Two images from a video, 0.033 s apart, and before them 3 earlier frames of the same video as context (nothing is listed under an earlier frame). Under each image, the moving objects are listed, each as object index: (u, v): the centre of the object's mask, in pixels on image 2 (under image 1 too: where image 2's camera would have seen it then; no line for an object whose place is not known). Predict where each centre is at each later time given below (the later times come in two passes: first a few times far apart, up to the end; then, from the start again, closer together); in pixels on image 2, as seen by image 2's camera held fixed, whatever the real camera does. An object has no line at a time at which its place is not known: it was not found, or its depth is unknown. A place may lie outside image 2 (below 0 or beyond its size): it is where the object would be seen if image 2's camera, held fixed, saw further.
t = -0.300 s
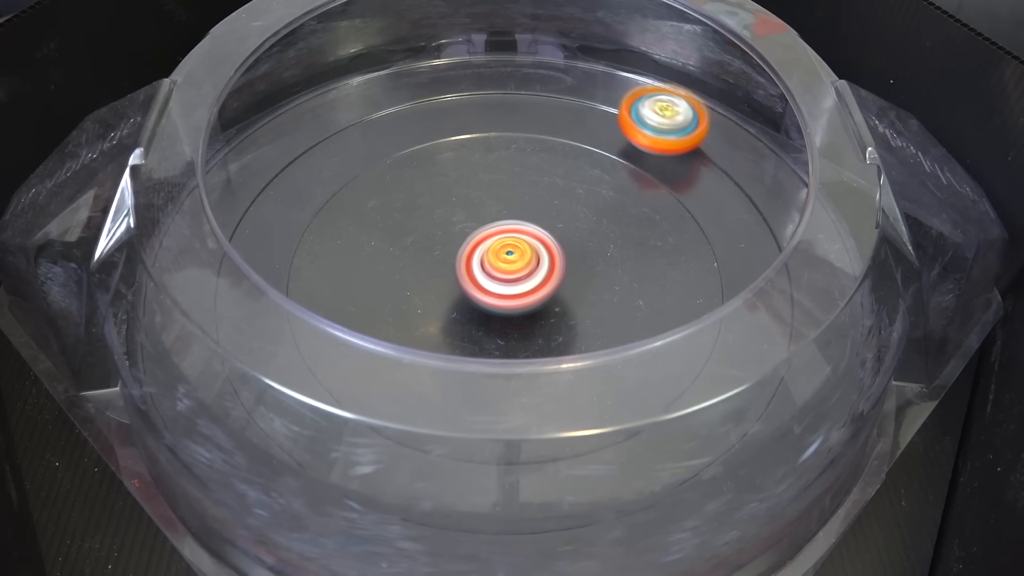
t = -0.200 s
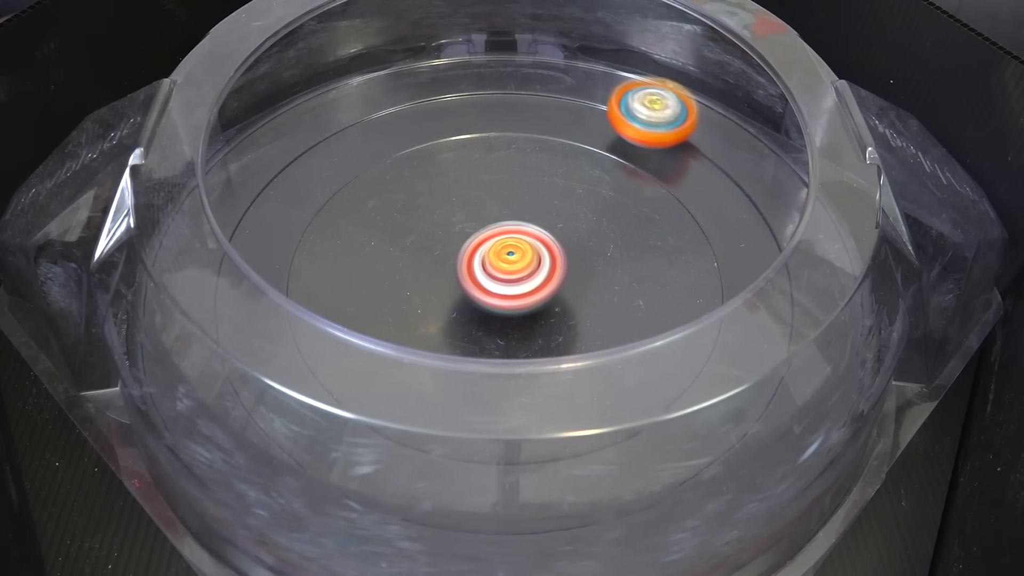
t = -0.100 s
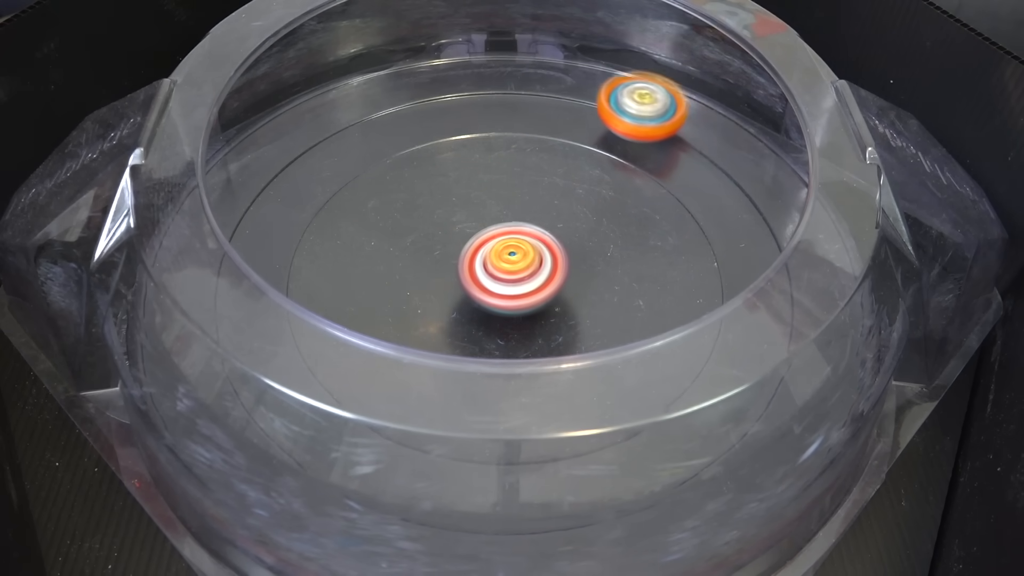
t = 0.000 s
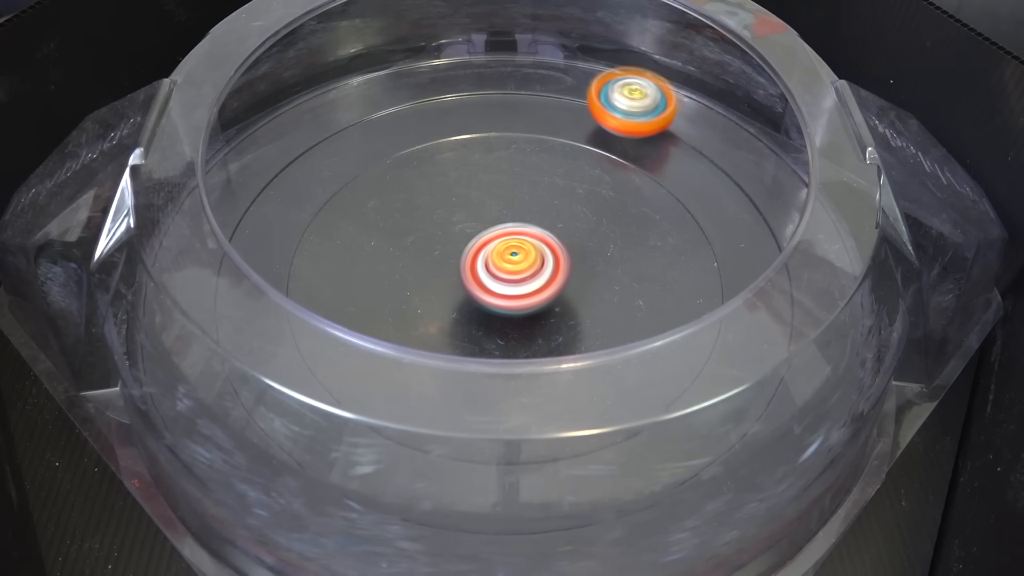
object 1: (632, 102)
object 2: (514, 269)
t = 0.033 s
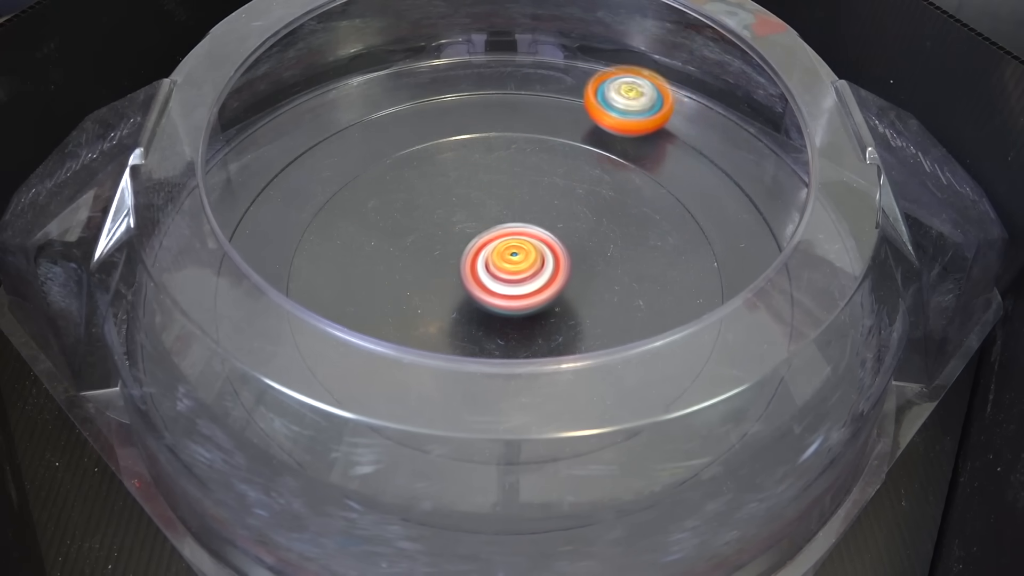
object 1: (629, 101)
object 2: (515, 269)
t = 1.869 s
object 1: (369, 297)
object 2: (527, 287)
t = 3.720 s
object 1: (491, 80)
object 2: (507, 267)
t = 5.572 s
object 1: (507, 385)
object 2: (505, 266)
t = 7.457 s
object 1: (693, 162)
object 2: (507, 268)
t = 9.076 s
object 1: (319, 198)
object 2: (507, 267)
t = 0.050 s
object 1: (627, 101)
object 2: (515, 269)
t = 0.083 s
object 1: (624, 99)
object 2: (515, 269)
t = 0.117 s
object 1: (622, 98)
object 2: (515, 269)
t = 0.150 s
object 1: (618, 98)
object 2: (515, 269)
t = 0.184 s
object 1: (615, 97)
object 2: (515, 269)
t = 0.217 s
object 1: (612, 97)
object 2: (515, 269)
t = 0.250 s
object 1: (609, 96)
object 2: (515, 269)
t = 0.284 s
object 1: (607, 95)
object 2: (515, 269)
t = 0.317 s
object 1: (605, 95)
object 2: (515, 269)
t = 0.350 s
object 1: (603, 94)
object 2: (515, 269)
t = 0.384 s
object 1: (600, 93)
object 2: (515, 269)
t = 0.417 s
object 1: (598, 93)
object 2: (515, 268)
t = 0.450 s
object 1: (595, 93)
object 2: (515, 268)
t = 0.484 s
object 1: (592, 92)
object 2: (515, 268)
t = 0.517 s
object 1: (589, 93)
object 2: (515, 268)
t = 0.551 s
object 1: (587, 92)
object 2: (515, 268)
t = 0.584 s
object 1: (584, 92)
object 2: (514, 268)
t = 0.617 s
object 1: (582, 93)
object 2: (514, 269)
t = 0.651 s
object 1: (579, 92)
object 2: (514, 269)
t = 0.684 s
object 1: (577, 92)
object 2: (513, 269)
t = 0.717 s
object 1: (575, 93)
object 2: (513, 270)
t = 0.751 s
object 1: (573, 93)
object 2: (512, 270)
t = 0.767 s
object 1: (572, 93)
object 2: (512, 270)
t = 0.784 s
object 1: (571, 93)
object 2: (512, 270)
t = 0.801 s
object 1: (570, 93)
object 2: (511, 270)
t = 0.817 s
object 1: (569, 94)
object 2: (511, 270)
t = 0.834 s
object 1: (568, 93)
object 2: (510, 270)
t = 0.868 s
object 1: (566, 94)
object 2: (510, 270)
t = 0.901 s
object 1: (564, 94)
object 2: (509, 270)
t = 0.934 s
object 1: (563, 95)
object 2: (508, 270)
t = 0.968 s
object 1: (561, 95)
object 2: (508, 271)
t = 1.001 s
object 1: (559, 96)
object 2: (508, 271)
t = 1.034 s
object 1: (557, 96)
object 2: (507, 271)
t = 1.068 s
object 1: (555, 97)
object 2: (507, 271)
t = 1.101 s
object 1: (552, 97)
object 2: (507, 272)
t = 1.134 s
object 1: (550, 98)
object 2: (506, 272)
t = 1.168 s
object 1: (548, 99)
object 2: (505, 272)
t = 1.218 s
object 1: (545, 100)
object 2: (505, 272)
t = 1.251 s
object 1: (542, 101)
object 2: (504, 272)
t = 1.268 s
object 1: (541, 101)
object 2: (504, 272)
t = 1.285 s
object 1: (540, 101)
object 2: (504, 272)
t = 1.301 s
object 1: (538, 102)
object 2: (503, 272)
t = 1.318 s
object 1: (537, 102)
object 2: (503, 272)
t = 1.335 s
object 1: (535, 103)
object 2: (503, 272)
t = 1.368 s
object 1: (533, 104)
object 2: (502, 272)
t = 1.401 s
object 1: (530, 105)
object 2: (502, 271)
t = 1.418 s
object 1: (529, 106)
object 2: (502, 271)
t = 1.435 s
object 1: (527, 106)
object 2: (502, 271)
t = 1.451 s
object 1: (525, 108)
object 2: (501, 271)
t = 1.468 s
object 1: (524, 110)
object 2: (501, 271)
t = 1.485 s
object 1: (520, 111)
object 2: (501, 271)
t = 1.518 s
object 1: (512, 119)
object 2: (501, 270)
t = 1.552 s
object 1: (500, 130)
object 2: (501, 270)
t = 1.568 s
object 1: (494, 135)
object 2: (501, 270)
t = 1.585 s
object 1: (486, 142)
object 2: (500, 270)
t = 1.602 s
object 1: (478, 149)
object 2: (500, 270)
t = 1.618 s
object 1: (470, 157)
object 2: (500, 270)
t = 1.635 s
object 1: (462, 164)
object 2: (500, 270)
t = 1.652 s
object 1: (453, 174)
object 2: (500, 270)
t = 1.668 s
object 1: (445, 182)
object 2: (500, 269)
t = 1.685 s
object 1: (438, 192)
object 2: (500, 269)
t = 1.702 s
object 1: (429, 203)
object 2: (500, 269)
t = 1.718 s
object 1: (421, 213)
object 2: (501, 269)
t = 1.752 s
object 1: (400, 227)
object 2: (511, 278)
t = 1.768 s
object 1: (389, 235)
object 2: (515, 281)
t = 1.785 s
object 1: (381, 245)
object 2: (519, 283)
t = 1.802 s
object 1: (375, 255)
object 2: (522, 285)
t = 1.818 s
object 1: (369, 266)
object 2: (524, 286)
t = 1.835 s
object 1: (365, 278)
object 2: (525, 287)
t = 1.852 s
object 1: (367, 287)
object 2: (526, 287)
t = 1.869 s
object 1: (369, 297)
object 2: (527, 287)
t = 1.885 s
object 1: (370, 315)
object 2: (527, 287)
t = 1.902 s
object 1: (375, 329)
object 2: (527, 286)
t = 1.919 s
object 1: (384, 342)
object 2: (527, 285)
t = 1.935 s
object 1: (394, 358)
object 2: (526, 283)
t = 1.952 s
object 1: (410, 370)
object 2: (525, 282)
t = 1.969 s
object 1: (426, 382)
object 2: (524, 281)
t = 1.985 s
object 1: (443, 402)
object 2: (523, 279)
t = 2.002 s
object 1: (465, 406)
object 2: (522, 278)
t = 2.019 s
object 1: (490, 411)
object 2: (521, 277)
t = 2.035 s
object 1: (514, 414)
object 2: (520, 275)
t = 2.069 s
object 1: (562, 412)
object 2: (519, 272)
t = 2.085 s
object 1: (589, 407)
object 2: (518, 272)
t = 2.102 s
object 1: (614, 404)
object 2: (517, 270)
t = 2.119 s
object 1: (637, 396)
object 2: (517, 269)
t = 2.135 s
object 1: (656, 387)
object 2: (516, 269)
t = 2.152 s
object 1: (672, 366)
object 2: (516, 268)
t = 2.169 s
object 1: (690, 351)
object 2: (515, 268)
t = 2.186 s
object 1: (703, 336)
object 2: (515, 267)
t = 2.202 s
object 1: (711, 314)
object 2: (514, 267)
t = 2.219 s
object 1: (718, 300)
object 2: (514, 267)
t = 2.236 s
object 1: (722, 279)
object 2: (514, 267)
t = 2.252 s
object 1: (721, 259)
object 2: (514, 267)
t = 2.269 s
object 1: (727, 245)
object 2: (514, 267)
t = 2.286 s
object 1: (727, 230)
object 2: (514, 267)
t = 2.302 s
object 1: (725, 216)
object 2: (514, 267)
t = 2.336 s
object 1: (719, 188)
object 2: (514, 267)
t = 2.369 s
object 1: (715, 164)
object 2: (514, 267)
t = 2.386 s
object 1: (712, 155)
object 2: (514, 267)
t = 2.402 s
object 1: (709, 146)
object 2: (514, 267)
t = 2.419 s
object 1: (704, 138)
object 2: (514, 267)
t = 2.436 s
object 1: (696, 130)
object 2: (514, 267)
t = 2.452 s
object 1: (687, 124)
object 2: (513, 267)
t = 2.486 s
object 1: (665, 115)
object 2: (513, 268)
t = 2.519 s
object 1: (640, 107)
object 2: (513, 268)
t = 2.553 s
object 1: (621, 100)
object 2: (512, 268)
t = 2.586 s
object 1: (603, 96)
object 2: (512, 268)
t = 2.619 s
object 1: (589, 92)
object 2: (512, 268)
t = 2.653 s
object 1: (579, 90)
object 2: (512, 268)
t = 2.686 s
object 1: (572, 88)
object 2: (512, 268)
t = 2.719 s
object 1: (566, 87)
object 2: (512, 268)
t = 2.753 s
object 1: (562, 85)
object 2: (512, 267)
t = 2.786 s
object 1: (557, 84)
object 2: (512, 267)
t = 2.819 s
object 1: (552, 82)
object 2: (512, 268)
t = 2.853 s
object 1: (548, 81)
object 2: (512, 267)
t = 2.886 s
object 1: (542, 83)
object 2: (511, 268)
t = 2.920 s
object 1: (538, 83)
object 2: (511, 268)
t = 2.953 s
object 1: (535, 82)
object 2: (511, 268)
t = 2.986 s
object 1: (532, 81)
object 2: (511, 268)
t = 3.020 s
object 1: (528, 80)
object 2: (511, 268)
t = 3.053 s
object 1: (525, 79)
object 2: (511, 268)
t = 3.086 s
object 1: (522, 80)
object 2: (510, 268)
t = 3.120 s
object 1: (520, 79)
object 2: (510, 268)
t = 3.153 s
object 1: (517, 79)
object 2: (510, 268)
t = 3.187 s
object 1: (515, 78)
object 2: (510, 268)
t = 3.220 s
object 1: (512, 80)
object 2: (510, 268)
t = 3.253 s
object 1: (509, 80)
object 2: (509, 268)
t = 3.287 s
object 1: (507, 80)
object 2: (509, 268)
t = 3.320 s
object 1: (505, 80)
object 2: (509, 268)
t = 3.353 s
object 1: (504, 79)
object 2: (509, 268)
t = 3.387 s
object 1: (502, 78)
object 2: (508, 268)
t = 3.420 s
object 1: (501, 79)
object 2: (509, 268)
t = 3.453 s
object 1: (499, 79)
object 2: (508, 268)
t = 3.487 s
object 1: (497, 79)
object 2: (508, 268)
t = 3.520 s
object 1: (496, 78)
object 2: (508, 268)
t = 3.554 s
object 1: (495, 79)
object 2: (508, 268)
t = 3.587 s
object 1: (494, 80)
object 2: (508, 268)
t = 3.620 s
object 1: (493, 80)
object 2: (508, 268)
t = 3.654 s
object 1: (492, 80)
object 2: (508, 268)
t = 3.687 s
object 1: (492, 80)
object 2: (508, 268)
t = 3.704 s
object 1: (491, 80)
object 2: (508, 268)
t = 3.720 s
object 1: (491, 80)
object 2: (507, 267)
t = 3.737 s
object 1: (490, 80)
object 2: (507, 267)
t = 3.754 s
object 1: (489, 80)
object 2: (507, 268)
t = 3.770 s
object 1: (490, 80)
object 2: (507, 268)
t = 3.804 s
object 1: (489, 80)
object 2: (507, 268)
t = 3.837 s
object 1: (488, 80)
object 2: (506, 268)
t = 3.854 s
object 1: (487, 80)
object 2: (506, 268)
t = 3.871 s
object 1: (487, 80)
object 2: (506, 268)
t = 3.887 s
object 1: (487, 80)
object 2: (506, 268)
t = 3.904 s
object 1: (486, 80)
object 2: (506, 268)
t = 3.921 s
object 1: (486, 80)
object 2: (505, 268)
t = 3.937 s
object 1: (485, 80)
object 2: (505, 268)
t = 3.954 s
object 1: (486, 81)
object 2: (505, 268)
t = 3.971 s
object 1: (485, 81)
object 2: (505, 268)
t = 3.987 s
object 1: (485, 81)
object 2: (505, 268)
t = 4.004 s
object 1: (485, 81)
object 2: (505, 268)
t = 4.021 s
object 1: (484, 81)
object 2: (505, 268)
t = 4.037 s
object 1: (484, 81)
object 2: (505, 268)
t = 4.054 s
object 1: (484, 81)
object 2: (505, 268)
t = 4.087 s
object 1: (483, 81)
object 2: (505, 268)
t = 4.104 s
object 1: (483, 82)
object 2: (505, 268)
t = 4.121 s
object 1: (483, 82)
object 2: (505, 268)
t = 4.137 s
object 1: (482, 82)
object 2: (505, 268)
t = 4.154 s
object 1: (482, 82)
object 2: (505, 268)
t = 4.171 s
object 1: (482, 82)
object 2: (505, 268)
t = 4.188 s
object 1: (482, 82)
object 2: (505, 268)
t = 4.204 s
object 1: (481, 83)
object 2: (505, 268)
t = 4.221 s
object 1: (481, 83)
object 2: (505, 269)
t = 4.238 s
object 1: (480, 83)
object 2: (505, 268)
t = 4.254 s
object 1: (480, 84)
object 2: (505, 268)
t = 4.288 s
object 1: (479, 84)
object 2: (504, 269)
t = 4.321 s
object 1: (478, 84)
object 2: (504, 268)
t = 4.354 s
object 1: (478, 85)
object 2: (504, 268)
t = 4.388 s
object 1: (477, 86)
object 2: (504, 268)
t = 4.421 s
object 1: (476, 86)
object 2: (504, 268)
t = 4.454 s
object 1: (475, 87)
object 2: (504, 269)
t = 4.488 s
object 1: (475, 88)
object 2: (504, 269)
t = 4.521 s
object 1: (474, 89)
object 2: (504, 268)
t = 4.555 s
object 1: (472, 90)
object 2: (504, 268)
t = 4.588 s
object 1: (471, 91)
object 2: (504, 268)
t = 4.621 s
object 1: (470, 92)
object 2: (504, 268)
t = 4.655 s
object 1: (469, 92)
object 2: (504, 268)
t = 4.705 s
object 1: (468, 94)
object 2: (504, 268)
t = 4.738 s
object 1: (466, 95)
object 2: (504, 268)
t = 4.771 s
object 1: (465, 96)
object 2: (504, 268)
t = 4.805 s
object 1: (464, 97)
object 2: (504, 268)
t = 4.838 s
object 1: (463, 98)
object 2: (504, 268)
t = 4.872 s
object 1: (461, 99)
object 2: (504, 268)
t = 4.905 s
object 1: (460, 101)
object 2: (504, 268)
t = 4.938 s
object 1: (458, 102)
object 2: (504, 267)
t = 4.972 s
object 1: (456, 104)
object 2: (504, 267)
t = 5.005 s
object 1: (454, 106)
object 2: (504, 268)
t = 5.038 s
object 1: (452, 107)
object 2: (504, 267)
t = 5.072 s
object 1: (450, 108)
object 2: (504, 268)
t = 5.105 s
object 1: (448, 110)
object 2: (504, 267)
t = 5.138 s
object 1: (445, 112)
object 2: (504, 267)
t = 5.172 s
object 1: (441, 117)
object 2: (504, 267)
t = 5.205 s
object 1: (434, 126)
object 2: (504, 267)
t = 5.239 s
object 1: (428, 139)
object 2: (505, 267)
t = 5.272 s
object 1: (420, 155)
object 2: (505, 267)
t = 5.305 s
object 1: (411, 175)
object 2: (504, 267)
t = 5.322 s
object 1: (406, 186)
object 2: (505, 267)
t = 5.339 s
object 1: (402, 197)
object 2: (505, 267)
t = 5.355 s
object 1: (397, 209)
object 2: (505, 267)
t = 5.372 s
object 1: (394, 222)
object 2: (504, 267)
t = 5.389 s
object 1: (392, 235)
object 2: (504, 267)
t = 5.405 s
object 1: (390, 250)
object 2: (505, 266)
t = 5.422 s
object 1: (392, 265)
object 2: (505, 266)
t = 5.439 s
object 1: (394, 280)
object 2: (505, 266)
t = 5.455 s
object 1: (400, 294)
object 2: (505, 266)
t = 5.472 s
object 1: (408, 306)
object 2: (505, 266)
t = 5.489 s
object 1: (420, 316)
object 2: (505, 266)
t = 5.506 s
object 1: (430, 341)
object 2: (505, 266)
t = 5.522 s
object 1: (447, 354)
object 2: (505, 266)
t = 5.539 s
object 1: (465, 371)
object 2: (505, 266)
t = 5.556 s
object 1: (486, 377)
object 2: (505, 266)
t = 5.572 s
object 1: (507, 385)
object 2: (505, 266)
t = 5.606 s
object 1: (555, 391)
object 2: (505, 266)
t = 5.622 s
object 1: (579, 395)
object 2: (505, 267)
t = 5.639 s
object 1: (606, 400)
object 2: (505, 267)
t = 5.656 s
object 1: (629, 396)
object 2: (505, 267)
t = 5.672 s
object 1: (651, 389)
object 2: (505, 267)
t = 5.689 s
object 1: (670, 382)
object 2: (505, 267)
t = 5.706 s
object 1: (684, 364)
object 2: (505, 267)
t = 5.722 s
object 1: (699, 353)
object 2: (505, 267)
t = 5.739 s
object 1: (713, 340)
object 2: (505, 267)
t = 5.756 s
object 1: (723, 326)
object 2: (505, 267)
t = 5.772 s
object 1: (731, 312)
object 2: (505, 267)
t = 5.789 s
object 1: (736, 298)
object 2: (505, 267)
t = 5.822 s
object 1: (748, 280)
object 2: (505, 267)
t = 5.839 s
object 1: (752, 270)
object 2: (505, 267)
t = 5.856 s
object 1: (754, 262)
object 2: (506, 267)
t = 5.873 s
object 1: (758, 254)
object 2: (506, 267)
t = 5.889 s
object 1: (758, 248)
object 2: (506, 267)
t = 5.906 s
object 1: (760, 242)
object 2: (506, 267)
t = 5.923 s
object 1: (752, 234)
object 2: (506, 267)
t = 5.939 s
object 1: (754, 230)
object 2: (506, 267)
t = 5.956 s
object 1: (754, 227)
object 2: (506, 267)
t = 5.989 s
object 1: (755, 223)
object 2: (506, 267)
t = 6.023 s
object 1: (755, 220)
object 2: (506, 267)
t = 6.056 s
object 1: (755, 217)
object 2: (506, 267)
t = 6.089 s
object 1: (755, 215)
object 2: (507, 267)
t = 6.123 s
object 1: (755, 213)
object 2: (507, 267)
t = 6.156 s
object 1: (755, 211)
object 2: (507, 267)
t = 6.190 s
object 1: (756, 209)
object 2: (507, 267)
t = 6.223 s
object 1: (756, 207)
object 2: (507, 267)
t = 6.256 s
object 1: (756, 205)
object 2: (507, 267)
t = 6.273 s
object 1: (756, 205)
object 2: (507, 267)
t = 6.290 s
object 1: (756, 203)
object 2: (507, 267)
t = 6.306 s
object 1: (757, 203)
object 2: (507, 267)
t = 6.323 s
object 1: (756, 202)
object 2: (507, 267)
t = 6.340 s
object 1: (757, 201)
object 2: (507, 267)
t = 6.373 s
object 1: (757, 200)
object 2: (507, 267)
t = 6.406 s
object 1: (756, 198)
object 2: (507, 267)
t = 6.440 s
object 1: (756, 197)
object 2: (508, 267)
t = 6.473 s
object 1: (756, 195)
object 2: (508, 267)
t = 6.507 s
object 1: (756, 194)
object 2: (508, 267)
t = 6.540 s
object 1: (755, 193)
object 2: (508, 267)
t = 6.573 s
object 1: (754, 192)
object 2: (508, 267)
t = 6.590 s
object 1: (754, 191)
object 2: (508, 267)
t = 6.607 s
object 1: (753, 190)
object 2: (508, 267)
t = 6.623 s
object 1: (753, 189)
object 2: (508, 267)
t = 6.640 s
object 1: (752, 189)
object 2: (508, 267)
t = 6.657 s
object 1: (752, 188)
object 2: (508, 267)
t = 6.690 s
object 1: (751, 187)
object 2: (508, 267)
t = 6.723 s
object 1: (749, 186)
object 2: (508, 267)
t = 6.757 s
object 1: (748, 185)
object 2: (508, 267)
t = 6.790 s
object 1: (746, 184)
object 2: (508, 267)
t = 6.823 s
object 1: (744, 183)
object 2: (508, 267)
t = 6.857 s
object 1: (743, 182)
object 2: (508, 268)
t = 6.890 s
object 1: (741, 181)
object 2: (508, 268)
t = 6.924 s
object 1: (739, 180)
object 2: (508, 268)
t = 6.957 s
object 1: (737, 179)
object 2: (508, 267)
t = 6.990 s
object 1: (735, 178)
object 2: (508, 268)
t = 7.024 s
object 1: (733, 177)
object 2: (508, 268)
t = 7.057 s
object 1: (731, 176)
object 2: (508, 268)
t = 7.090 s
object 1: (728, 175)
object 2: (507, 268)
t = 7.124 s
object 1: (725, 173)
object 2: (507, 268)
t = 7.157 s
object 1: (723, 172)
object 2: (507, 268)
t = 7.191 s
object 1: (720, 171)
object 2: (507, 268)
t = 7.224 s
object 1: (717, 170)
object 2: (507, 268)
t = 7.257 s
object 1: (714, 169)
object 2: (508, 268)
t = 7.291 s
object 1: (711, 168)
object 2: (507, 268)
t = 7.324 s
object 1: (707, 167)
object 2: (507, 268)
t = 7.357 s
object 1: (704, 165)
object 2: (507, 268)
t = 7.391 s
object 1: (701, 164)
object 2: (507, 268)
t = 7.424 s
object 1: (697, 163)
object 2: (507, 268)
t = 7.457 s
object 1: (693, 162)
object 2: (507, 268)
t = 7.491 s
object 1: (690, 161)
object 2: (507, 268)
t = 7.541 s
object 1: (683, 159)
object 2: (507, 268)
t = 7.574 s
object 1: (679, 158)
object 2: (506, 269)
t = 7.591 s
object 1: (677, 157)
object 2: (506, 268)
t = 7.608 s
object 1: (675, 157)
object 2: (506, 268)
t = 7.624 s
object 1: (673, 156)
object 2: (506, 268)
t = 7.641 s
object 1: (671, 156)
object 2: (506, 269)
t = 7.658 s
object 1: (670, 155)
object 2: (506, 268)
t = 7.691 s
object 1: (665, 154)
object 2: (506, 268)
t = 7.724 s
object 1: (658, 154)
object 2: (506, 268)
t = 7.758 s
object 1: (647, 156)
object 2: (505, 268)
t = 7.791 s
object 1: (631, 159)
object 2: (505, 268)
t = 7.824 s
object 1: (610, 162)
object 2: (505, 267)
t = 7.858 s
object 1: (585, 165)
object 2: (505, 267)
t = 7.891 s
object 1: (557, 168)
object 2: (505, 268)
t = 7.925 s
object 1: (528, 172)
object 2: (505, 268)
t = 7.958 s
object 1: (497, 178)
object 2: (505, 268)
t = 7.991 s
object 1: (464, 186)
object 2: (505, 267)
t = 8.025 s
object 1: (432, 199)
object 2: (505, 268)
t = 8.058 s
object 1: (402, 216)
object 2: (505, 267)
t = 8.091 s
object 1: (377, 239)
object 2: (505, 267)
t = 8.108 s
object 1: (368, 252)
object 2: (505, 267)
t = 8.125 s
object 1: (360, 265)
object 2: (505, 267)
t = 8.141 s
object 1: (356, 278)
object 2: (505, 267)
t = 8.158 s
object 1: (354, 288)
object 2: (505, 267)
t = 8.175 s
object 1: (352, 306)
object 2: (505, 267)
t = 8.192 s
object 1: (352, 322)
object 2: (505, 267)
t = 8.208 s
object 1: (357, 336)
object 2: (505, 267)
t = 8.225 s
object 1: (363, 350)
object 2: (506, 267)
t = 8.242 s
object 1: (371, 364)
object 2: (505, 267)
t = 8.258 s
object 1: (380, 386)
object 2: (505, 267)
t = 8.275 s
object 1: (394, 397)
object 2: (505, 267)
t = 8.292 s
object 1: (406, 400)
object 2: (505, 267)
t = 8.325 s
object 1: (437, 416)
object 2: (505, 267)
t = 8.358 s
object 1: (473, 425)
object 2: (505, 267)
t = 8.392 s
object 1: (511, 430)
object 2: (505, 267)
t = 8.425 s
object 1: (551, 427)
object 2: (505, 267)
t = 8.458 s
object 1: (587, 419)
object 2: (505, 267)
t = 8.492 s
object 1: (620, 405)
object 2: (505, 267)
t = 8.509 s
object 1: (635, 399)
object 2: (505, 267)
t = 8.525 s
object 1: (648, 391)
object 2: (505, 267)
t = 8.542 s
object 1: (655, 375)
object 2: (505, 267)
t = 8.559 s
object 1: (663, 360)
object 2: (505, 267)
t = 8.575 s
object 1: (670, 348)
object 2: (505, 267)
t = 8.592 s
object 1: (673, 331)
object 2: (506, 267)
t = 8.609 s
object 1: (678, 322)
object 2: (506, 267)
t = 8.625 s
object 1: (678, 307)
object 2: (506, 267)
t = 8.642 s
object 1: (678, 290)
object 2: (506, 267)
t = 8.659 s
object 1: (680, 281)
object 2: (506, 267)
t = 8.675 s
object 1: (680, 269)
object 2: (506, 267)
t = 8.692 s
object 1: (676, 255)
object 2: (506, 267)
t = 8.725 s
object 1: (660, 227)
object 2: (506, 266)
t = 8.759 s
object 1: (637, 203)
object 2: (506, 267)
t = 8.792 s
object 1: (609, 183)
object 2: (506, 266)
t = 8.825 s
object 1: (577, 167)
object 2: (506, 267)
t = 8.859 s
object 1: (542, 155)
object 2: (506, 267)
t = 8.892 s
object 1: (504, 147)
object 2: (506, 266)
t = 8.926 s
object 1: (464, 145)
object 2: (506, 267)
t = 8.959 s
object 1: (426, 149)
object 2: (507, 267)
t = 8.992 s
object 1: (391, 158)
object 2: (507, 267)
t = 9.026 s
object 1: (360, 172)
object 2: (507, 267)
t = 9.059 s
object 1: (332, 189)
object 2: (507, 267)
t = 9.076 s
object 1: (319, 198)
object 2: (507, 267)
